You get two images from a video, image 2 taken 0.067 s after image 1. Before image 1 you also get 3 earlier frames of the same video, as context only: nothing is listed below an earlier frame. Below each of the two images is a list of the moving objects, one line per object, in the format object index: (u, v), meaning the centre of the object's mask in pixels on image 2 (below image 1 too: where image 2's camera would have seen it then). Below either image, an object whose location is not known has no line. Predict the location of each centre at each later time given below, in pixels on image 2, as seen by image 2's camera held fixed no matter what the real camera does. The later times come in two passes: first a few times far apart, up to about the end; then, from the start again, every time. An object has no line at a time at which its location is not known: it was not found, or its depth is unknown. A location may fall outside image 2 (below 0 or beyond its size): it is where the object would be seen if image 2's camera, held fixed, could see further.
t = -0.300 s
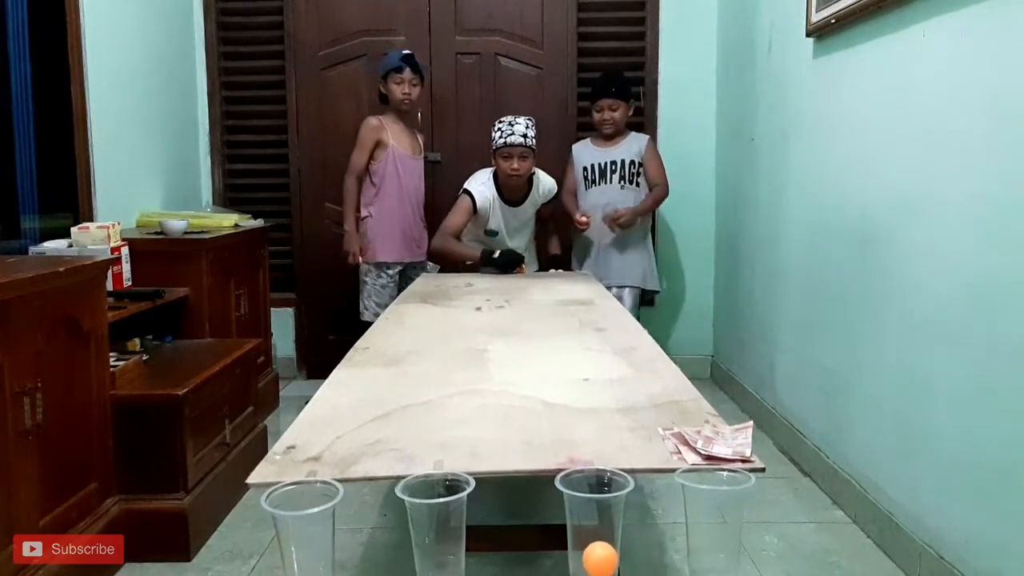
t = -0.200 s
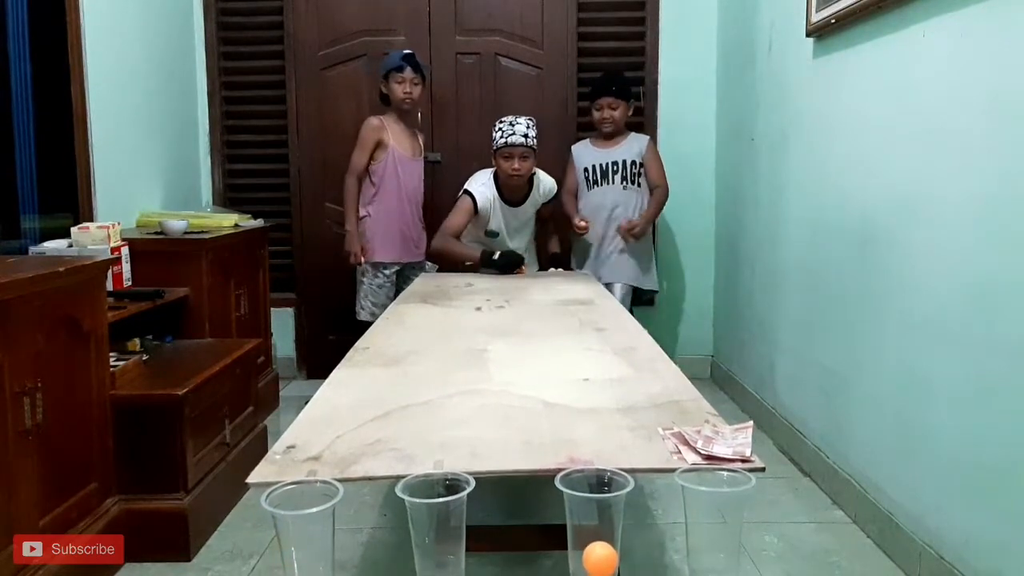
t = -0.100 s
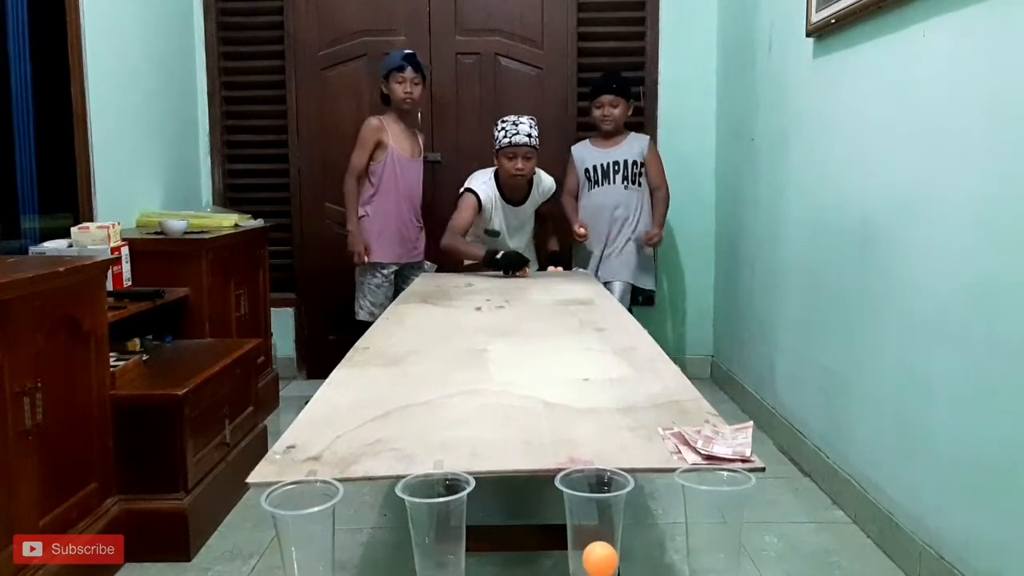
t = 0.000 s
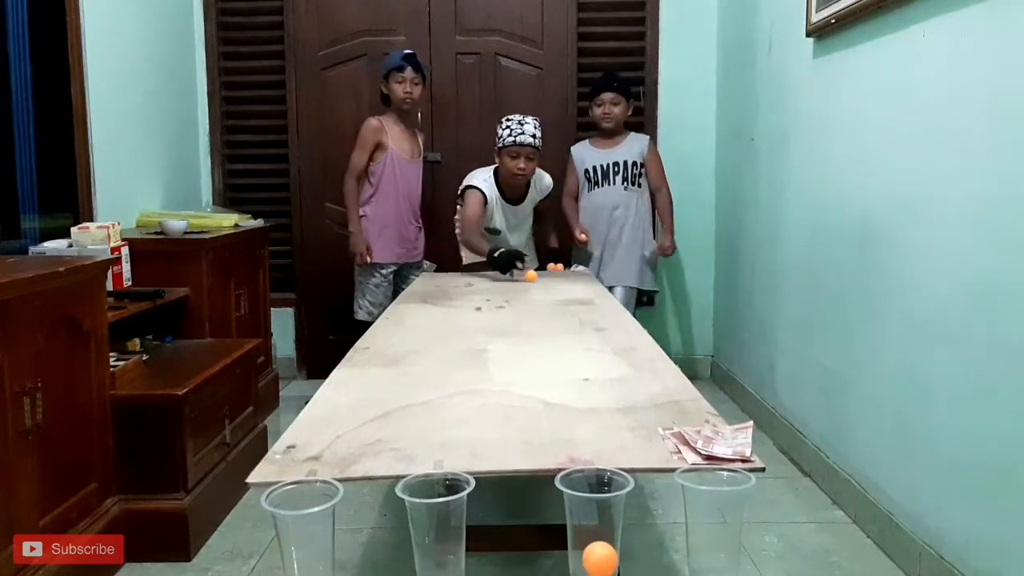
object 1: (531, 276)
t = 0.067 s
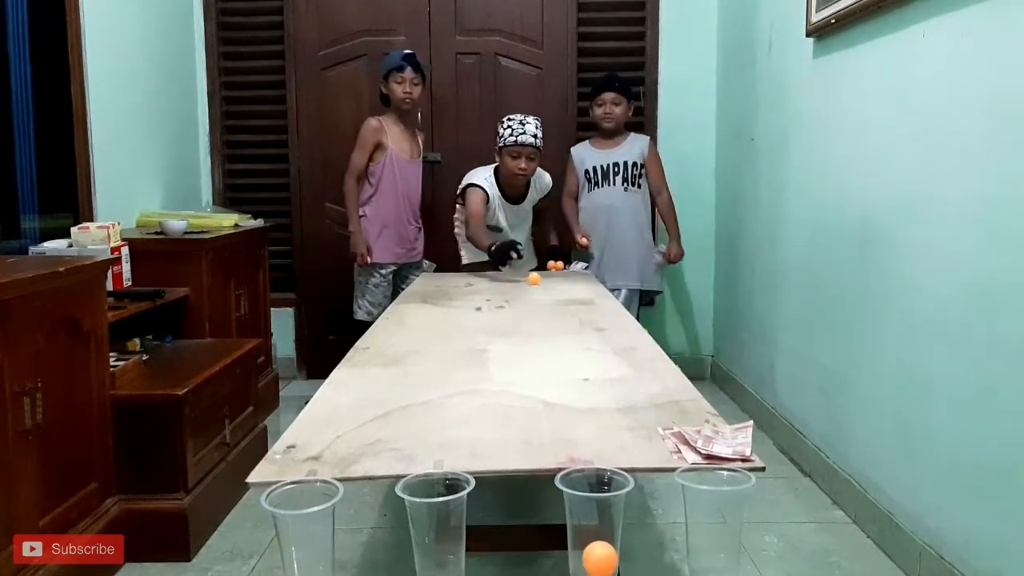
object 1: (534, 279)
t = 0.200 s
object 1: (540, 283)
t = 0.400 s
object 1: (549, 292)
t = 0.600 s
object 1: (558, 302)
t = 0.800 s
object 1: (568, 313)
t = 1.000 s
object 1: (577, 327)
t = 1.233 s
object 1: (587, 346)
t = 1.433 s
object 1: (594, 368)
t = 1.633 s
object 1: (601, 392)
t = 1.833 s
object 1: (604, 424)
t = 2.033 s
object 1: (604, 453)
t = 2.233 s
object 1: (583, 505)
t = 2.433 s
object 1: (594, 531)
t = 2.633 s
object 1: (585, 525)
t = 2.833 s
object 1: (584, 528)
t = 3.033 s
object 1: (584, 528)
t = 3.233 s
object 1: (584, 527)
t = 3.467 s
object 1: (584, 528)
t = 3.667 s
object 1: (584, 528)
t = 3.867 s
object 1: (584, 528)
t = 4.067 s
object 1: (584, 528)
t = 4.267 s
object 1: (584, 527)
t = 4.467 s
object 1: (584, 528)
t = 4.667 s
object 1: (585, 527)
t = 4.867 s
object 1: (584, 527)
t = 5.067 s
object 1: (584, 528)
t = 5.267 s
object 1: (584, 527)
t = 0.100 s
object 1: (536, 280)
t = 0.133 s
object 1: (537, 281)
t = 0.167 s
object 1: (538, 282)
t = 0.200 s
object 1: (540, 283)
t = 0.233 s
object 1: (542, 285)
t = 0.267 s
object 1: (543, 286)
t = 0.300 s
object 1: (544, 287)
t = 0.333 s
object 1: (546, 289)
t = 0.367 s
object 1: (548, 291)
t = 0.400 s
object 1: (549, 292)
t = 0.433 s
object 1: (551, 294)
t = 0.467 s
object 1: (552, 295)
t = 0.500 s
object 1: (554, 297)
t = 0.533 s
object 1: (555, 300)
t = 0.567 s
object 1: (557, 300)
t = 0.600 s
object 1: (558, 302)
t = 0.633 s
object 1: (559, 303)
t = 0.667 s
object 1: (561, 305)
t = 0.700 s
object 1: (563, 307)
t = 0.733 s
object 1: (565, 309)
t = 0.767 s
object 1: (567, 311)
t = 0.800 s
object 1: (568, 313)
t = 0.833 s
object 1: (569, 315)
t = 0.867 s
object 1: (571, 317)
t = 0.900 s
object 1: (573, 319)
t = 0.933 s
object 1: (574, 322)
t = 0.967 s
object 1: (575, 323)
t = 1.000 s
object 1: (577, 327)
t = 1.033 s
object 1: (578, 329)
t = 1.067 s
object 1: (580, 332)
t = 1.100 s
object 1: (581, 334)
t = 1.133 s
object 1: (583, 337)
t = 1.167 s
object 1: (584, 339)
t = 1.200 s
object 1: (585, 343)
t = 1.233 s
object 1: (587, 346)
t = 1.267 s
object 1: (588, 350)
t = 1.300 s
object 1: (589, 353)
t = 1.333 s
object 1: (590, 357)
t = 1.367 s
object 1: (591, 359)
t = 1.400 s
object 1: (592, 362)
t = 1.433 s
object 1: (594, 368)
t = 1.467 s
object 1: (595, 372)
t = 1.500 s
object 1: (597, 375)
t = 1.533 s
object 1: (598, 379)
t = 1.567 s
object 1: (599, 384)
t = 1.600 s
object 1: (600, 389)
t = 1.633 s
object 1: (601, 392)
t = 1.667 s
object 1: (601, 398)
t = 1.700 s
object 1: (602, 402)
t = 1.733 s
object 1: (603, 407)
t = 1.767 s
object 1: (603, 413)
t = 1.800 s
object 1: (604, 417)
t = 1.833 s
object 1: (604, 424)
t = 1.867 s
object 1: (604, 428)
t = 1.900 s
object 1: (604, 434)
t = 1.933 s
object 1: (604, 440)
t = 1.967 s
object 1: (604, 446)
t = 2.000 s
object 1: (604, 451)
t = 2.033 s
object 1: (604, 453)
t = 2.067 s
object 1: (604, 466)
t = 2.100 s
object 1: (602, 479)
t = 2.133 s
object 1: (594, 478)
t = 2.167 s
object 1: (587, 484)
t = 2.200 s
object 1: (583, 491)
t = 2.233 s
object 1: (583, 505)
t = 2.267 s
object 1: (586, 520)
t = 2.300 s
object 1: (590, 518)
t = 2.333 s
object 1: (594, 522)
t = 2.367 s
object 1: (599, 524)
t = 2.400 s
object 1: (599, 529)
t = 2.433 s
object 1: (594, 531)
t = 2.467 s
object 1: (588, 532)
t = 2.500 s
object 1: (585, 530)
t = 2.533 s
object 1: (584, 529)
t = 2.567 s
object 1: (584, 527)
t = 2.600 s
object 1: (584, 526)
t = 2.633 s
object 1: (585, 525)
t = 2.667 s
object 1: (585, 526)
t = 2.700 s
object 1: (584, 526)
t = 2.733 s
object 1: (584, 527)
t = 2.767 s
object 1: (584, 528)
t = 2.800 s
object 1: (584, 528)
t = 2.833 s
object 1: (584, 528)
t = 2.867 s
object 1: (584, 528)
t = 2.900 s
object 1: (584, 528)
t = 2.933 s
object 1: (584, 528)
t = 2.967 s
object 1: (584, 528)
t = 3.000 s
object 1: (584, 528)
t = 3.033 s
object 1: (584, 528)
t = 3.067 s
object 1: (584, 528)
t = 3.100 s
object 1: (584, 528)
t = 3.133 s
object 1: (584, 528)
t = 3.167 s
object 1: (584, 528)
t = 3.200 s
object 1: (584, 527)
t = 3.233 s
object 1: (584, 527)
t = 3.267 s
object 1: (584, 528)
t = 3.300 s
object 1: (584, 528)
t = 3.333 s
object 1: (584, 528)
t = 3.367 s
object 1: (584, 528)
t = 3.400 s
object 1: (584, 528)
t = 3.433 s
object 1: (584, 528)
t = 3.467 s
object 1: (584, 528)
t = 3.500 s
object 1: (584, 528)
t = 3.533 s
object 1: (584, 528)
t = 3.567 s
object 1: (584, 528)
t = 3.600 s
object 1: (584, 527)
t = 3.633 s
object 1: (584, 527)
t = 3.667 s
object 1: (584, 528)
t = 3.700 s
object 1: (584, 528)
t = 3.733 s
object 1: (584, 528)
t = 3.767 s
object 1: (584, 528)
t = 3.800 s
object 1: (584, 528)
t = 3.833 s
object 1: (584, 528)
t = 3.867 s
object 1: (584, 528)
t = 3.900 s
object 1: (584, 528)
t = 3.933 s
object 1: (584, 527)
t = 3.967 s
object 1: (584, 528)
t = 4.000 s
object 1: (584, 528)
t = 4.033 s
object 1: (584, 528)
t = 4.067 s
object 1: (584, 528)
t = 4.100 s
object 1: (584, 528)
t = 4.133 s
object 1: (584, 528)
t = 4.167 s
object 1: (584, 527)
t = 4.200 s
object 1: (584, 527)
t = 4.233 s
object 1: (584, 527)
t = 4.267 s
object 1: (584, 527)
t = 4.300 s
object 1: (584, 528)
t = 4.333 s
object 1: (584, 528)
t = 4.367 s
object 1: (584, 528)
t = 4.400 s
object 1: (584, 528)
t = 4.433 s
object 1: (584, 528)
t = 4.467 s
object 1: (584, 528)
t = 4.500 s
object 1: (584, 528)
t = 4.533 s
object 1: (584, 528)
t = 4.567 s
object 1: (584, 527)
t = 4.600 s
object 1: (585, 527)
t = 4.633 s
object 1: (585, 527)
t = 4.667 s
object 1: (585, 527)
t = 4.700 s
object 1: (584, 528)
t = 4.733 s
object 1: (584, 528)
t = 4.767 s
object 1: (584, 528)
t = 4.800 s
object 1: (584, 528)
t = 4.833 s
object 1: (584, 527)
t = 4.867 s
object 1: (584, 527)
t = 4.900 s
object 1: (584, 527)
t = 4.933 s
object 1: (584, 528)
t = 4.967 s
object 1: (584, 528)
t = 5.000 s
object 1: (584, 528)
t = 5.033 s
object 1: (584, 528)
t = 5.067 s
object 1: (584, 528)
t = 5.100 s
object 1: (584, 527)
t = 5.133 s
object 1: (584, 527)
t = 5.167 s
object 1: (584, 527)
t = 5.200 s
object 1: (584, 527)
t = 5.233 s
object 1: (584, 527)
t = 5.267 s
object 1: (584, 527)
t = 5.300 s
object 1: (584, 528)
